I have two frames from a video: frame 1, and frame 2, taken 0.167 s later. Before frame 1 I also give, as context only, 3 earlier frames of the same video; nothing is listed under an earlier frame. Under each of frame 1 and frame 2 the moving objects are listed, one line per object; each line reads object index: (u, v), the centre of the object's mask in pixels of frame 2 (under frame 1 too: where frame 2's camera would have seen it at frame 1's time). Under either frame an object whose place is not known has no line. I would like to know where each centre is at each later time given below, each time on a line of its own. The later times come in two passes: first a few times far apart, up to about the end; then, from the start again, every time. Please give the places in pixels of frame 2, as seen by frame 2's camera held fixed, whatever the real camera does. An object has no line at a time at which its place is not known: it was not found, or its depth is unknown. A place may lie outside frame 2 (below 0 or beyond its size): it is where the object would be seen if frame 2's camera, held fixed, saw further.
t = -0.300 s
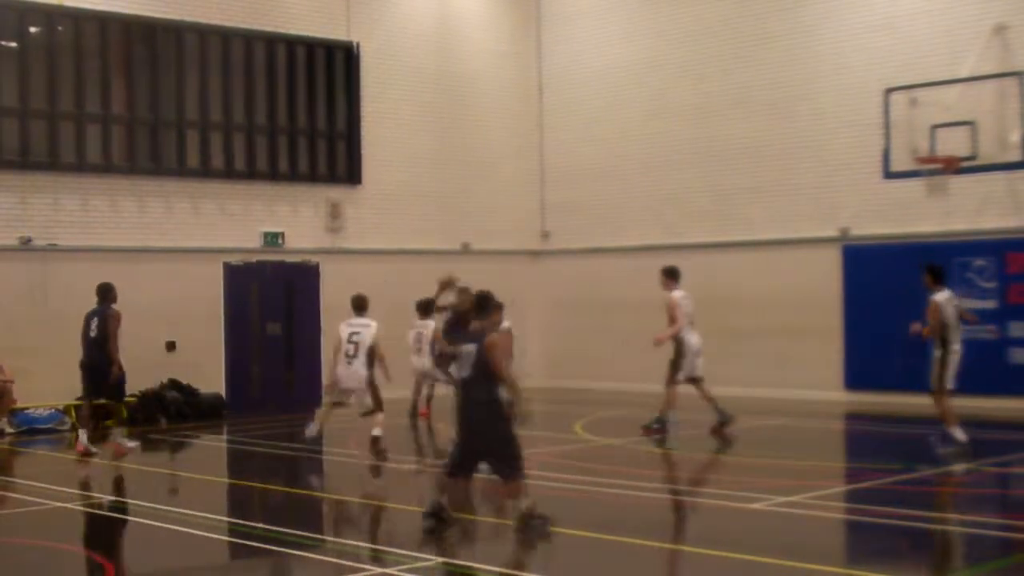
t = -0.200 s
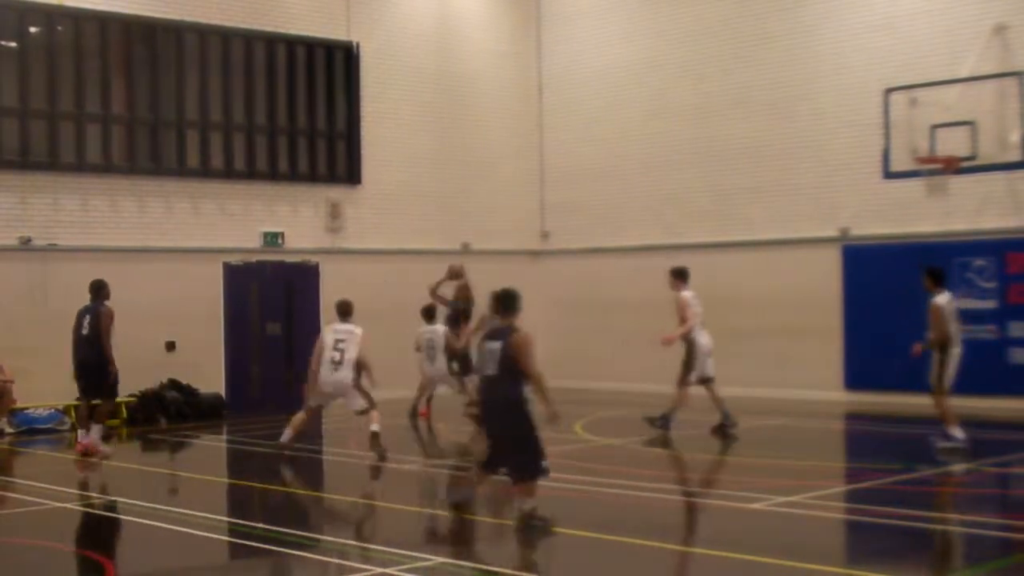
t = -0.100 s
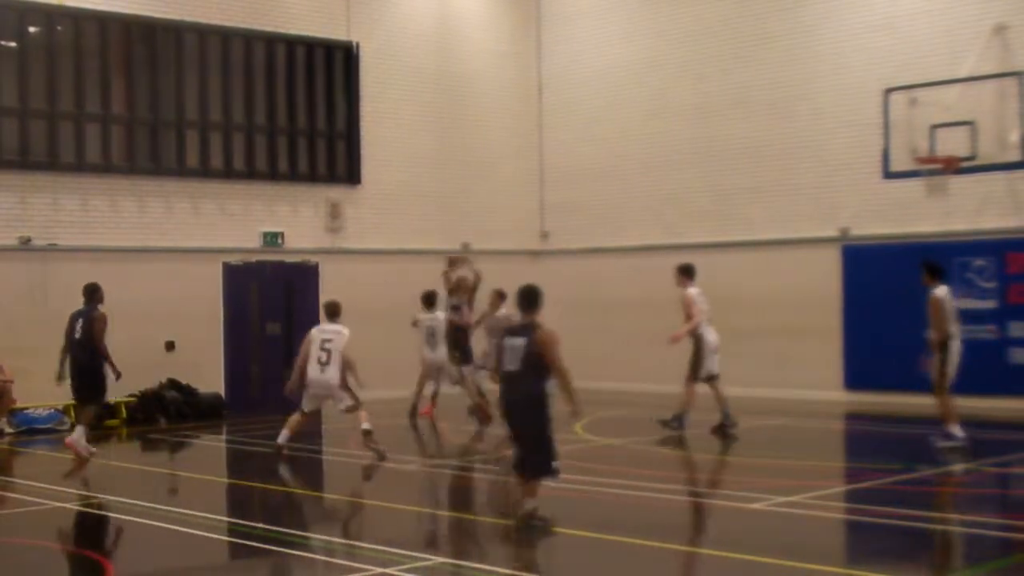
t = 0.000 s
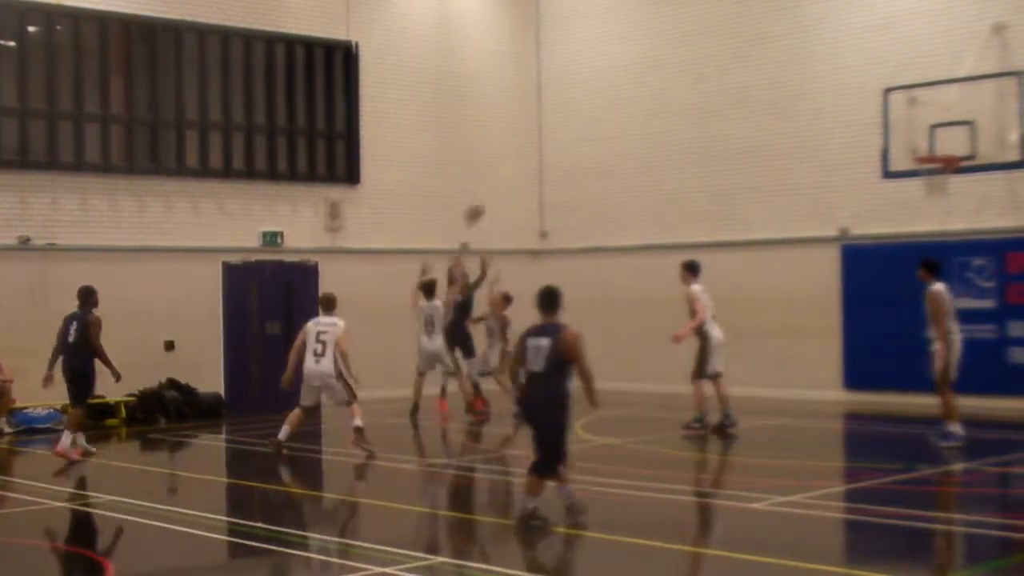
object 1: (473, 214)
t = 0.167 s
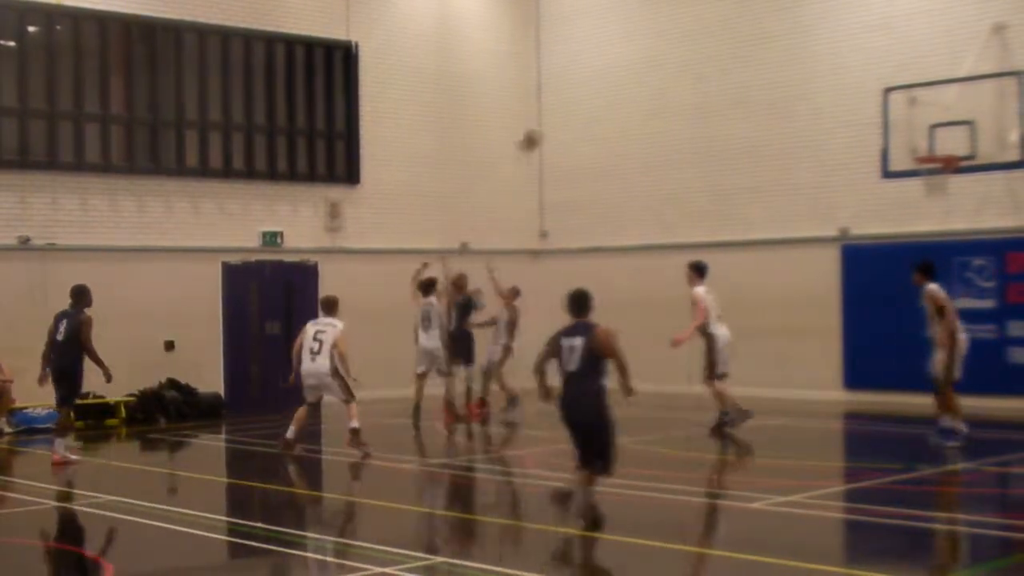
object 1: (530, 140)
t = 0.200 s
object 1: (543, 127)
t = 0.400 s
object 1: (627, 62)
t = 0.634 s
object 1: (753, 16)
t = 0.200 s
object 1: (543, 127)
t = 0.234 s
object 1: (554, 115)
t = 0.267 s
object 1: (569, 103)
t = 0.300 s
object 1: (583, 91)
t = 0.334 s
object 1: (598, 80)
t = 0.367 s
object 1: (612, 70)
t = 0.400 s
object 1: (627, 62)
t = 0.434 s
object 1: (643, 52)
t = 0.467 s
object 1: (660, 44)
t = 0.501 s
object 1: (677, 37)
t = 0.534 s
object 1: (694, 30)
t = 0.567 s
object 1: (713, 25)
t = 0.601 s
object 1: (732, 20)
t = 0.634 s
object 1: (753, 16)
